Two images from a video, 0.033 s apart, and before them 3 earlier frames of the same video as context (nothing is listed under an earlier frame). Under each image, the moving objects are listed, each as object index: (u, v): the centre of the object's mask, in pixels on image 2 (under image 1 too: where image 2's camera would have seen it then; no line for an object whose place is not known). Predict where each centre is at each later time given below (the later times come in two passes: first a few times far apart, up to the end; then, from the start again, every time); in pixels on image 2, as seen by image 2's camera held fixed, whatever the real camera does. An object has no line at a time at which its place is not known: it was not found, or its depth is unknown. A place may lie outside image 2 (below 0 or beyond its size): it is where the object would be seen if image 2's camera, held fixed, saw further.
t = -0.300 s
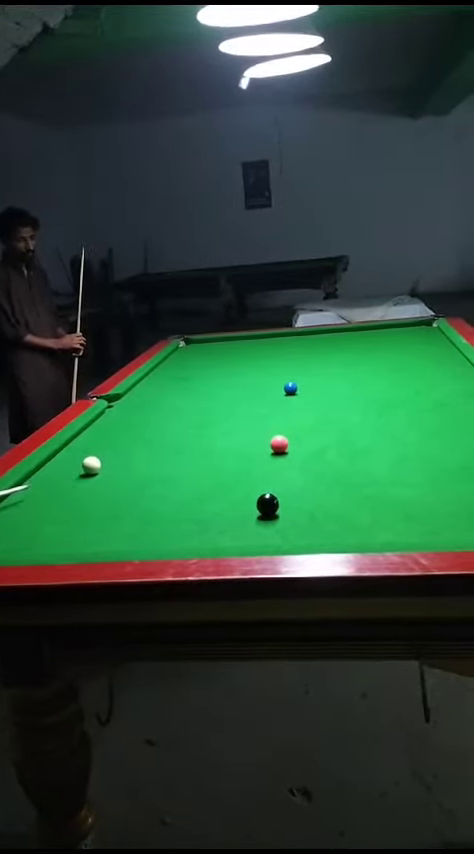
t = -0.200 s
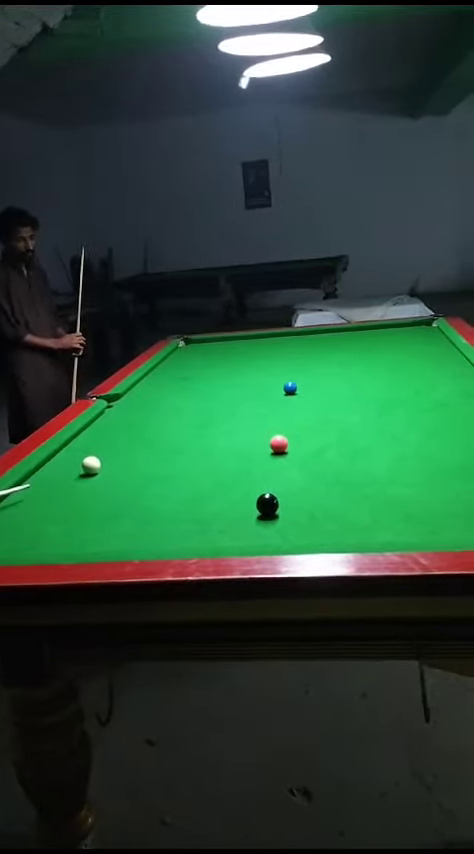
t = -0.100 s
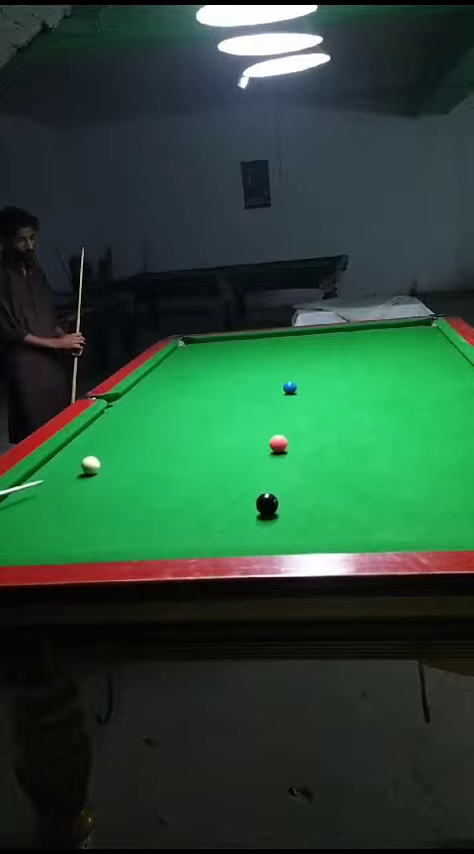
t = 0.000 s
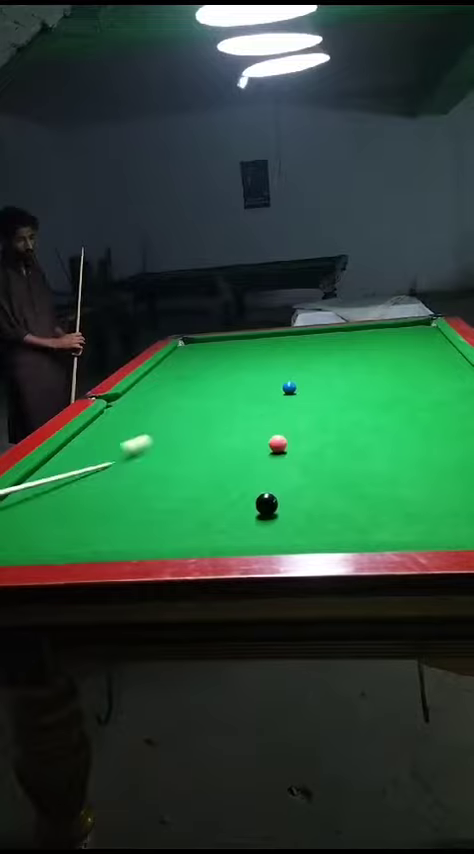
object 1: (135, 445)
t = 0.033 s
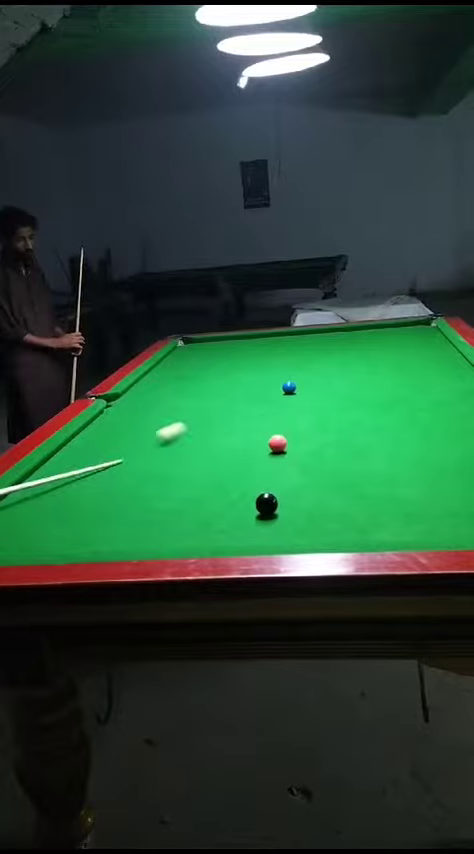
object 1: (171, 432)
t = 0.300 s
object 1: (293, 391)
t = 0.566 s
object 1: (310, 394)
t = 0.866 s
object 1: (329, 396)
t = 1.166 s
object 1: (347, 398)
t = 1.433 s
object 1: (363, 399)
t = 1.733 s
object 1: (378, 401)
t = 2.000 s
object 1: (391, 402)
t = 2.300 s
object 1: (404, 404)
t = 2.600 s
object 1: (414, 405)
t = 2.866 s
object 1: (421, 406)
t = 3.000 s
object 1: (423, 406)
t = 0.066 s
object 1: (202, 420)
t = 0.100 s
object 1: (229, 410)
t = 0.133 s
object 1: (255, 400)
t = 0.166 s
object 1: (277, 391)
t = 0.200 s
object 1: (285, 391)
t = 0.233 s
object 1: (288, 391)
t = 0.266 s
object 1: (291, 391)
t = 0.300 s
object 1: (293, 391)
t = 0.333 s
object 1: (295, 391)
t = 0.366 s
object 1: (298, 392)
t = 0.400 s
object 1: (300, 392)
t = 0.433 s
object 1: (302, 392)
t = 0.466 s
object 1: (304, 393)
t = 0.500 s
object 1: (306, 393)
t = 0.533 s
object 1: (308, 393)
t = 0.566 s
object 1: (310, 394)
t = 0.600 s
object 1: (312, 394)
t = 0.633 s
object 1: (315, 394)
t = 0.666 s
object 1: (317, 394)
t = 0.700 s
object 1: (319, 395)
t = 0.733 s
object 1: (321, 395)
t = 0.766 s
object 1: (323, 395)
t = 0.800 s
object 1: (325, 395)
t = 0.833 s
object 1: (327, 395)
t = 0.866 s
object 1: (329, 396)
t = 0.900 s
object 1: (331, 396)
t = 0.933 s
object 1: (333, 396)
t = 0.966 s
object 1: (335, 397)
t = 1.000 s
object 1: (337, 397)
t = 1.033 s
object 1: (339, 397)
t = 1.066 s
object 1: (341, 397)
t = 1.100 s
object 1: (343, 397)
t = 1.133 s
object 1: (345, 397)
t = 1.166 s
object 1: (347, 398)
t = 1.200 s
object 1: (349, 398)
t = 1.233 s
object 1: (351, 398)
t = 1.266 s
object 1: (354, 398)
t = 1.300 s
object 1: (355, 399)
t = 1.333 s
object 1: (357, 399)
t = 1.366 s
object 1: (359, 399)
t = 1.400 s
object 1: (361, 399)
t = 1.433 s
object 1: (363, 399)
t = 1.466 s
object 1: (365, 400)
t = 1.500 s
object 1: (367, 400)
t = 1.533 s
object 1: (368, 400)
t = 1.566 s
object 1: (370, 400)
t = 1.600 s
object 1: (372, 400)
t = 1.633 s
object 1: (374, 400)
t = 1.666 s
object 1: (375, 401)
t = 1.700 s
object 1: (377, 401)
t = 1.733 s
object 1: (378, 401)
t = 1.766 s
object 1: (380, 401)
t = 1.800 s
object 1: (382, 401)
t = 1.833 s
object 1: (384, 402)
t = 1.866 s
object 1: (385, 402)
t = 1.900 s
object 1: (387, 402)
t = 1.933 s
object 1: (388, 402)
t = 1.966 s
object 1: (390, 402)
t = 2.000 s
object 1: (391, 402)
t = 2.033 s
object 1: (393, 403)
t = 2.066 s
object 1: (395, 403)
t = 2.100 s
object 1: (396, 403)
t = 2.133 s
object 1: (398, 403)
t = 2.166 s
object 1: (399, 403)
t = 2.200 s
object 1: (400, 403)
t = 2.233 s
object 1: (402, 403)
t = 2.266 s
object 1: (403, 404)
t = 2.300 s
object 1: (404, 404)
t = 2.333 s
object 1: (405, 404)
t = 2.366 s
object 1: (407, 404)
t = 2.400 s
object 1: (408, 404)
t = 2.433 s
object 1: (409, 404)
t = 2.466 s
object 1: (410, 404)
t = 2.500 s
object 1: (411, 404)
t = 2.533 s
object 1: (412, 404)
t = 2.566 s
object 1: (413, 405)
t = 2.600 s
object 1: (414, 405)
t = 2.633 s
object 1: (415, 405)
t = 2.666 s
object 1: (416, 405)
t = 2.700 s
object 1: (417, 405)
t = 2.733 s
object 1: (418, 405)
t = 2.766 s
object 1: (418, 405)
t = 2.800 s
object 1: (419, 406)
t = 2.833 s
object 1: (420, 406)
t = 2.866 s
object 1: (421, 406)
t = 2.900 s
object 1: (421, 406)
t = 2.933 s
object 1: (422, 406)
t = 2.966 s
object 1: (422, 406)
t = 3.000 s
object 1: (423, 406)
